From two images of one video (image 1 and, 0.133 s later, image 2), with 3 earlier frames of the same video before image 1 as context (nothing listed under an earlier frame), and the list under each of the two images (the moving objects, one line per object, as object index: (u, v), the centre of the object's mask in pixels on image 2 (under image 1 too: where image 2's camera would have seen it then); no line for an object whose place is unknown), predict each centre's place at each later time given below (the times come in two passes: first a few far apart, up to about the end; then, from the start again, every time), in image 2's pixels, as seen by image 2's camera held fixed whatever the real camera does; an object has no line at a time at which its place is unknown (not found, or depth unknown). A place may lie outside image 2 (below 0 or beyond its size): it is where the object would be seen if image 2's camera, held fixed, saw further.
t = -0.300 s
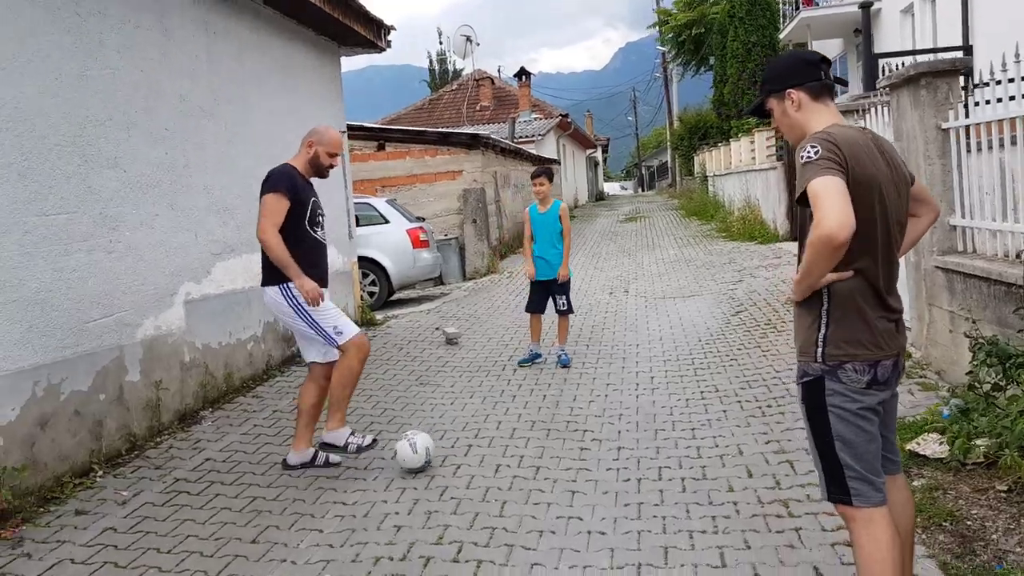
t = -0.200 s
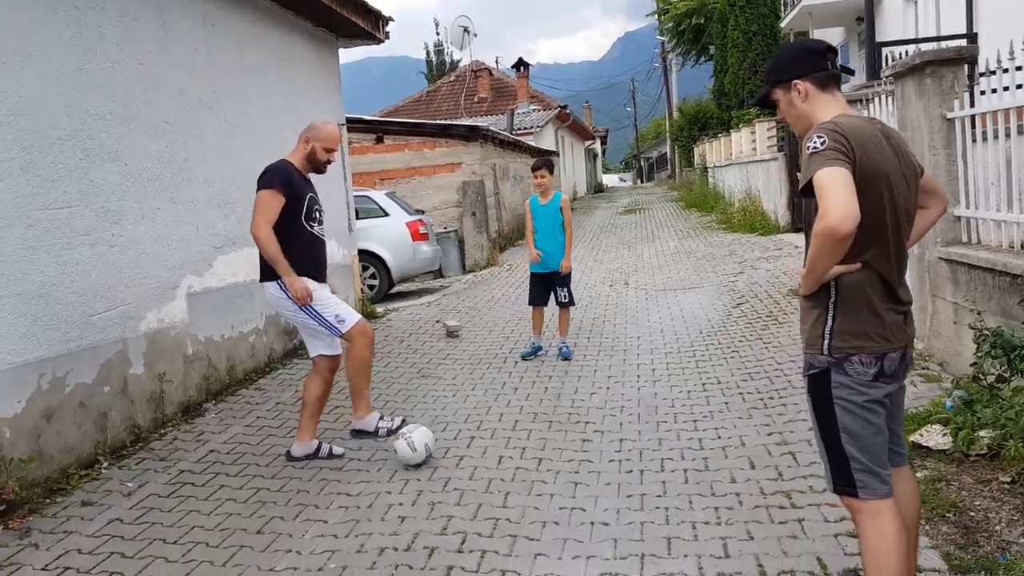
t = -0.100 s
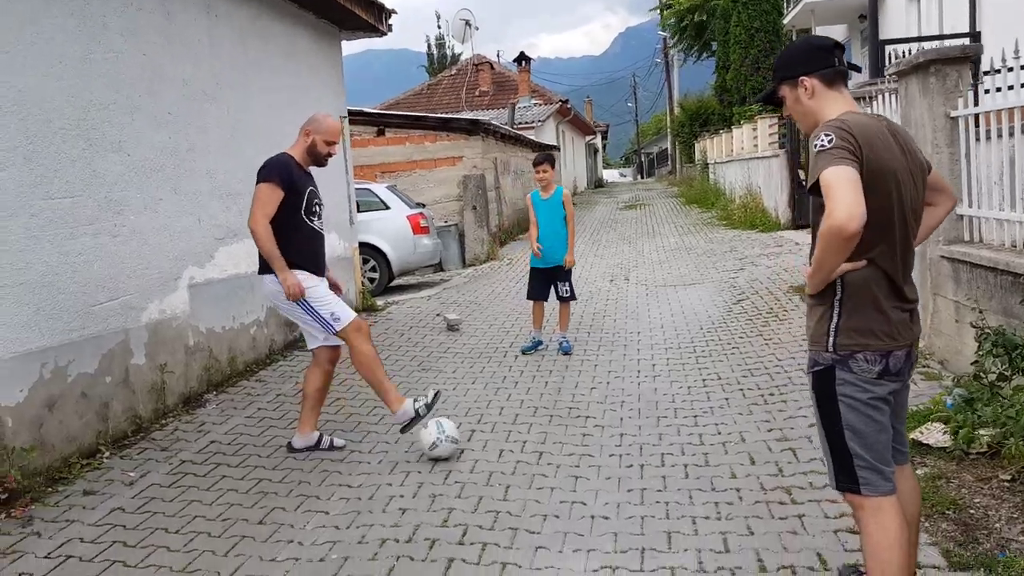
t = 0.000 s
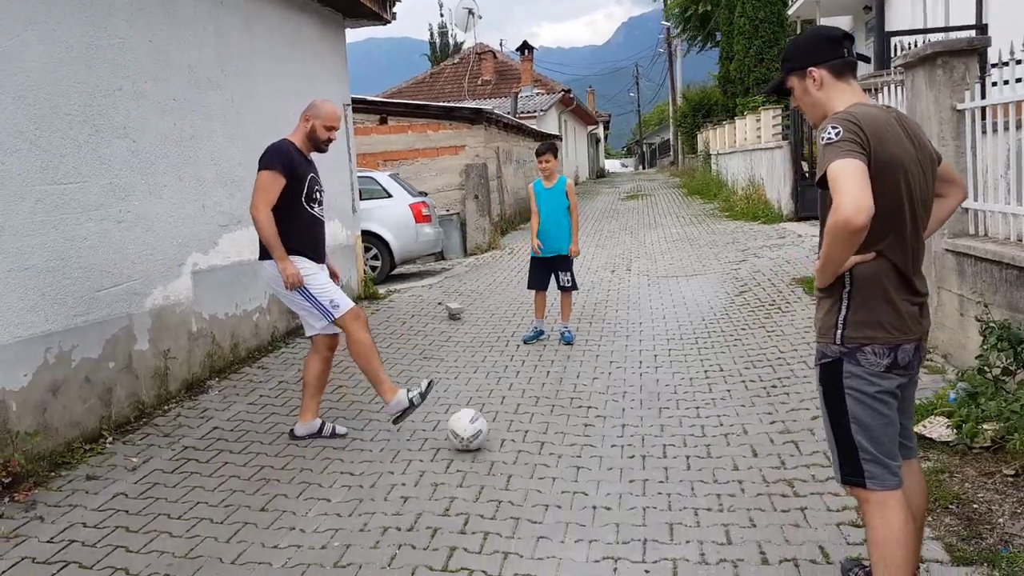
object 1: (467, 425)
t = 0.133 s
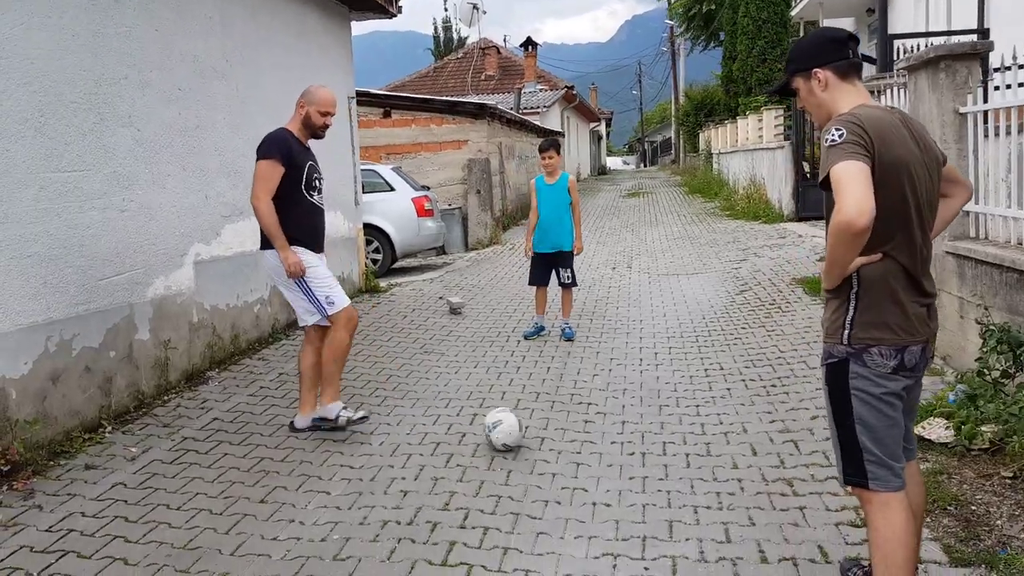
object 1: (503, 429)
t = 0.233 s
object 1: (532, 433)
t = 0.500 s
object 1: (614, 449)
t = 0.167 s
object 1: (513, 431)
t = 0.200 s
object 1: (523, 431)
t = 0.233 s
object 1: (532, 433)
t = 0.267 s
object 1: (542, 436)
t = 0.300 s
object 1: (552, 438)
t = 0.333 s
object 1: (562, 441)
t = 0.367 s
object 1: (572, 443)
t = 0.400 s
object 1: (583, 446)
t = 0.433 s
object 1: (593, 448)
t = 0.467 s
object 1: (603, 448)
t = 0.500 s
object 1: (614, 449)
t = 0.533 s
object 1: (624, 449)
